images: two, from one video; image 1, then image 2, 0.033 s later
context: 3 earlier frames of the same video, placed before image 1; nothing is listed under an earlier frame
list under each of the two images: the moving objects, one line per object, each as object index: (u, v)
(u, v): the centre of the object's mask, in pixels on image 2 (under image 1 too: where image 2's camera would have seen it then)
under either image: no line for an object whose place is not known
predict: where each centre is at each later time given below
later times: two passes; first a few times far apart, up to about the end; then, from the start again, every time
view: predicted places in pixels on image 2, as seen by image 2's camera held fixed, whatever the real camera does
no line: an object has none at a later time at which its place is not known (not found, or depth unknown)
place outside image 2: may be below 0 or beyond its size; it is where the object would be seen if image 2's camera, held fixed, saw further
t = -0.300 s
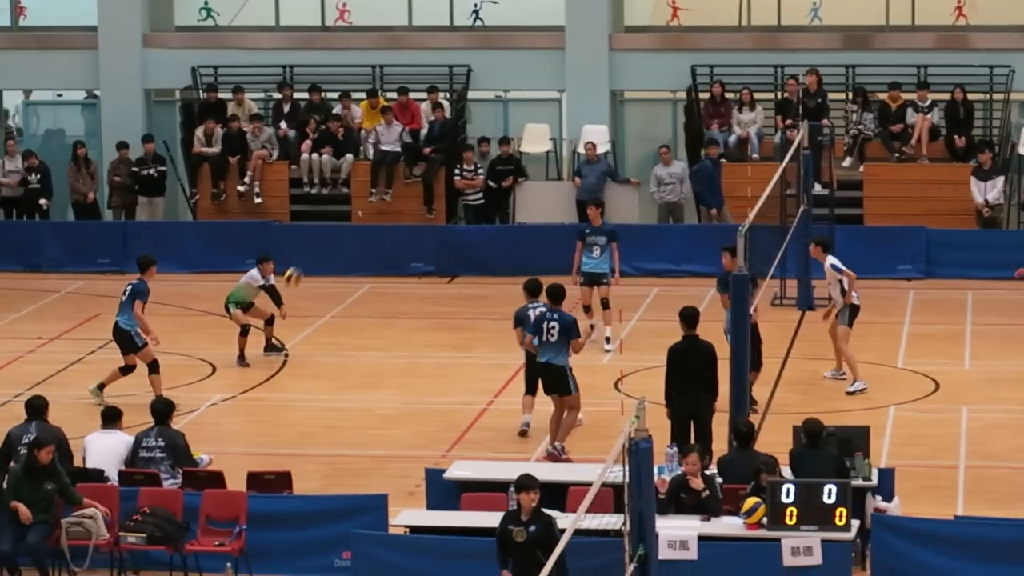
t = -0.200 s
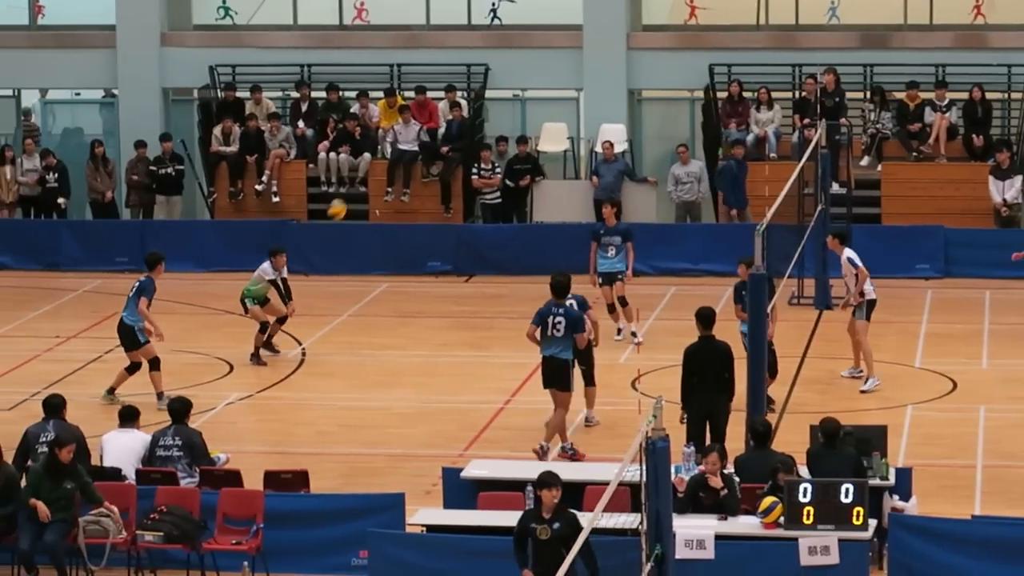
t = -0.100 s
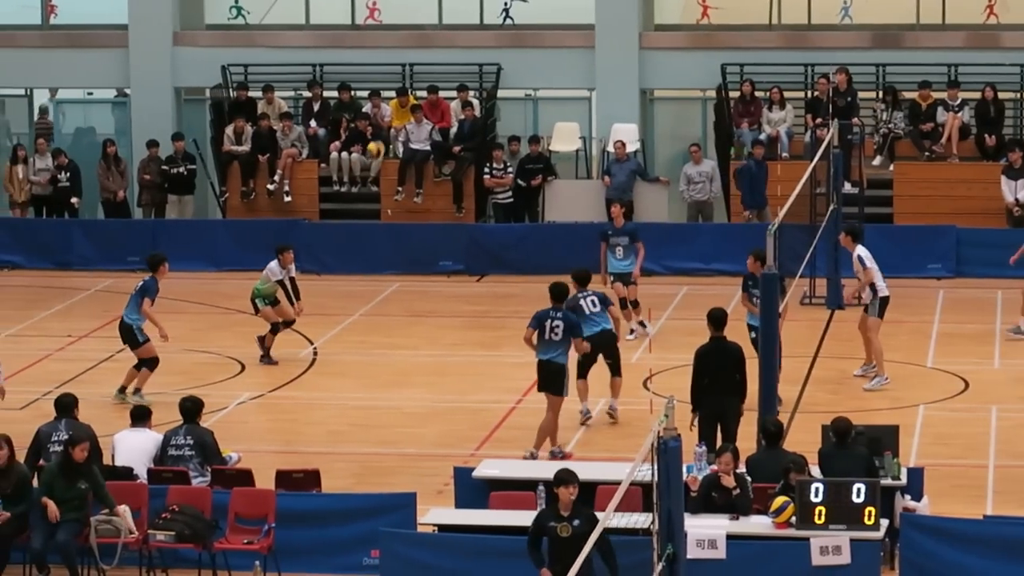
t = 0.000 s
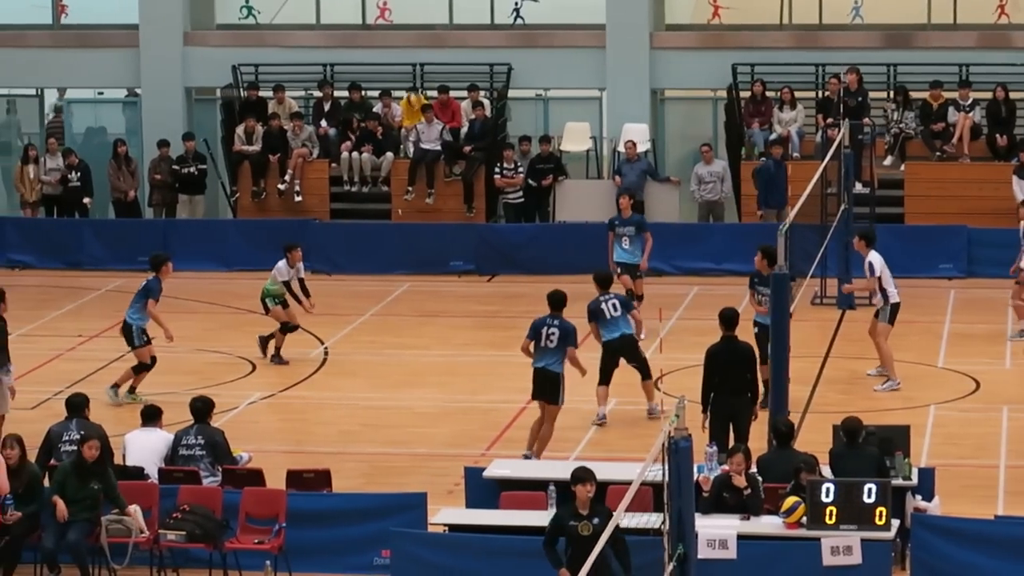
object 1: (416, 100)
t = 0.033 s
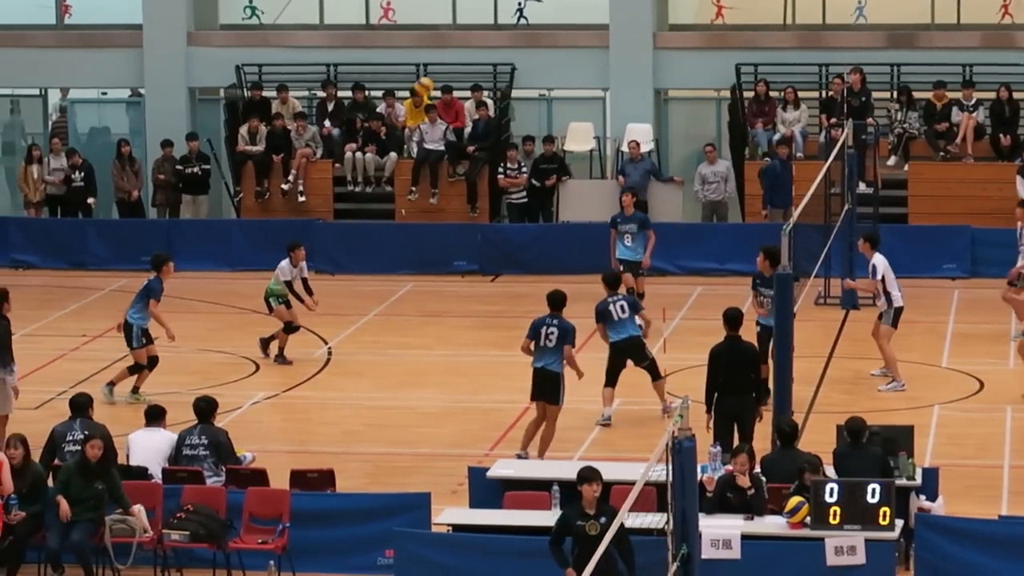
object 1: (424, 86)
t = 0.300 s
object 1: (492, 2)
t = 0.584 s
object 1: (563, -21)
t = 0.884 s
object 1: (638, 31)
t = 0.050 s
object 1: (428, 80)
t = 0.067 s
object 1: (432, 73)
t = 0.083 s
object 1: (436, 66)
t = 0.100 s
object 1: (440, 60)
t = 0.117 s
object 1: (445, 53)
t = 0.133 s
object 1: (449, 47)
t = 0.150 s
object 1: (453, 41)
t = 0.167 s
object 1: (458, 36)
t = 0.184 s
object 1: (462, 31)
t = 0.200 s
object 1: (466, 26)
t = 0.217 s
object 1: (470, 22)
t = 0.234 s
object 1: (475, 18)
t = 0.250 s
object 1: (479, 13)
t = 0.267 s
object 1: (484, 9)
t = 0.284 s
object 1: (487, 6)
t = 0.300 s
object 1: (492, 2)
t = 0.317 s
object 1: (496, -1)
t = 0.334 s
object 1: (500, -5)
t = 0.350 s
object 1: (505, -7)
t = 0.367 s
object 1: (509, -9)
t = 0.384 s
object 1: (513, -12)
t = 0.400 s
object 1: (517, -14)
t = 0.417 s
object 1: (522, -16)
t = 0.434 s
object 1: (526, -17)
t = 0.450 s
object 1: (530, -19)
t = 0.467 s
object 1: (534, -20)
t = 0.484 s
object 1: (538, -20)
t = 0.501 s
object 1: (543, -21)
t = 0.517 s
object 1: (547, -21)
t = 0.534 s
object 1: (551, -21)
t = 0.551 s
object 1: (555, -22)
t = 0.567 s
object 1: (559, -21)
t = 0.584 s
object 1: (563, -21)
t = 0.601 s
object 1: (567, -20)
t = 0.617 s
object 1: (572, -19)
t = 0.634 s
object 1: (576, -17)
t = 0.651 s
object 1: (580, -16)
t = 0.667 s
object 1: (584, -14)
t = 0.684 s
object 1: (589, -12)
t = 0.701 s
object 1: (593, -9)
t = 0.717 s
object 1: (597, -7)
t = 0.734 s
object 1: (601, -4)
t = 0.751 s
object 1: (606, -1)
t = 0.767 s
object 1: (610, 2)
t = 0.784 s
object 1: (614, 6)
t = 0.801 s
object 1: (618, 10)
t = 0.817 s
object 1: (623, 14)
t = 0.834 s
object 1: (626, 18)
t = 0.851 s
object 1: (630, 22)
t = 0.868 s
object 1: (635, 26)
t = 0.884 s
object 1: (638, 31)
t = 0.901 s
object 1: (643, 37)
